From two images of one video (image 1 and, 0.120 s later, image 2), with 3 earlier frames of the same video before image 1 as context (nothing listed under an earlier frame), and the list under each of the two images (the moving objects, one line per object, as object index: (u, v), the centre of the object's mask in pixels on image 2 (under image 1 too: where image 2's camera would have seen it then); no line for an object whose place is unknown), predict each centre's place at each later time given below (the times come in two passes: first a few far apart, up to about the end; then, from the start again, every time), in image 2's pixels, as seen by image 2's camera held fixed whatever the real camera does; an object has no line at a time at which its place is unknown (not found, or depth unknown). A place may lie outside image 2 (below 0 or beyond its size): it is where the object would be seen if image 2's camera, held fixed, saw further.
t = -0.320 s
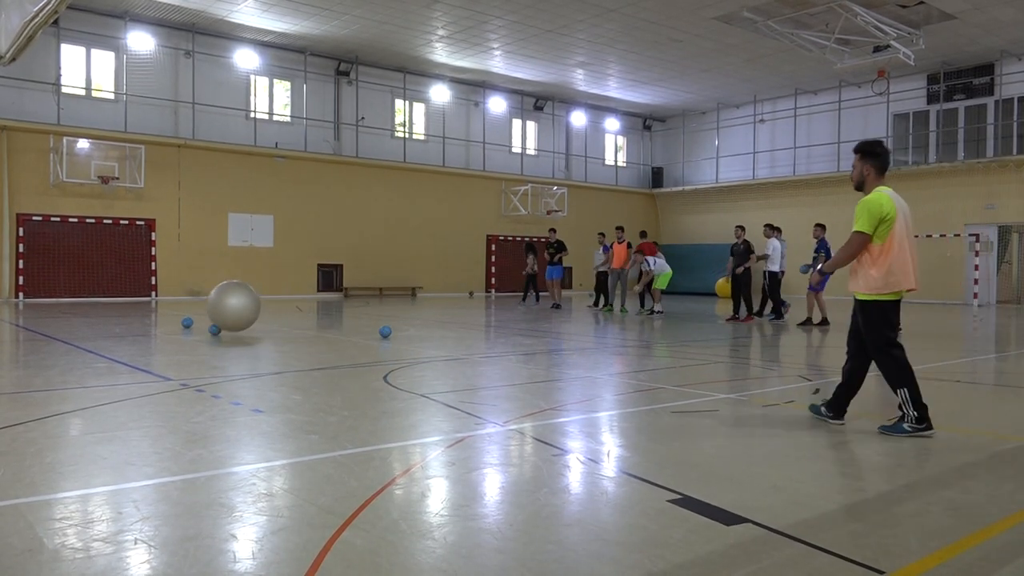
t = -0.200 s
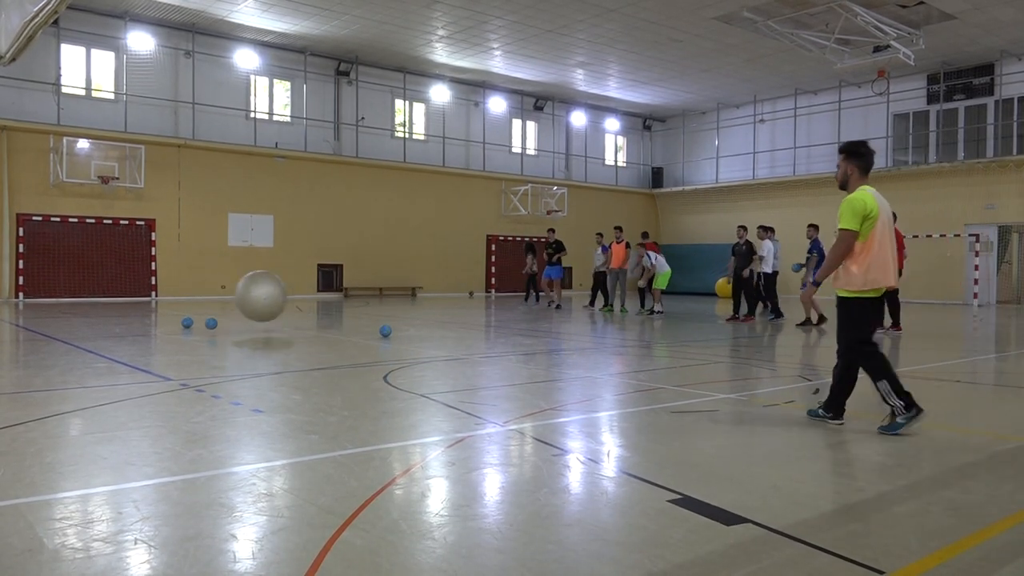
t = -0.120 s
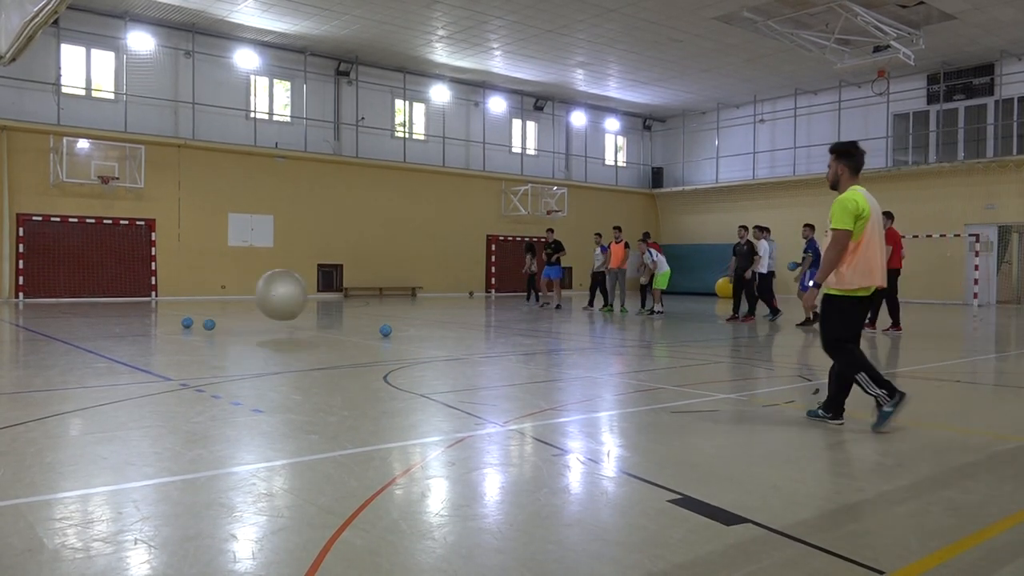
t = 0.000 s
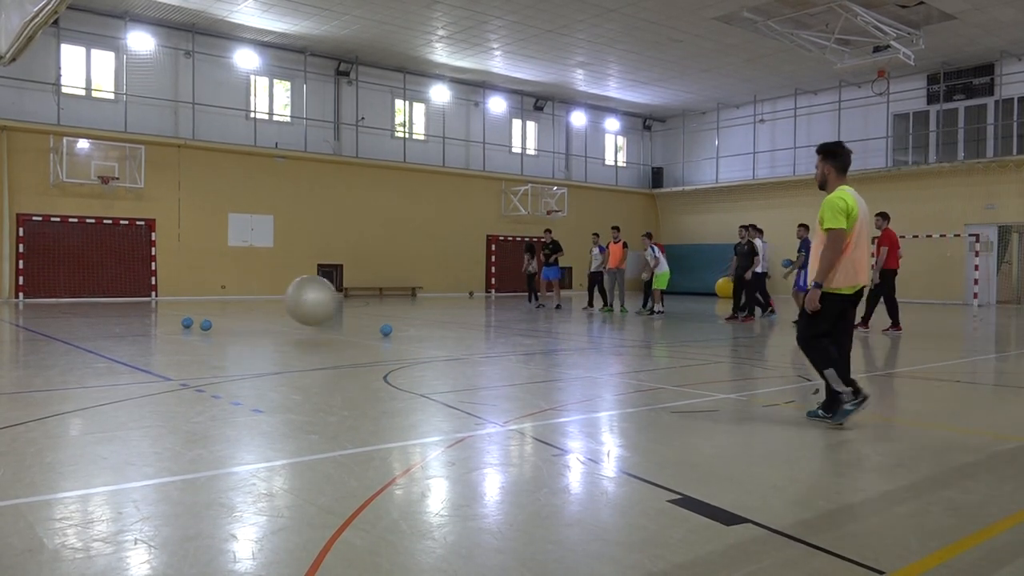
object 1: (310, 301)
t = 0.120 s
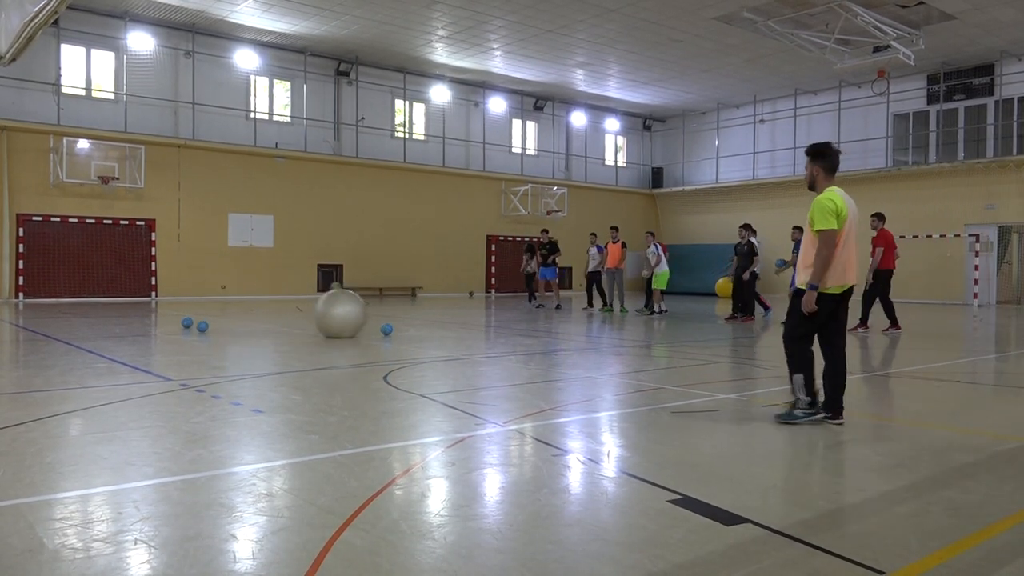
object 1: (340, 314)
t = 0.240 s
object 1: (356, 305)
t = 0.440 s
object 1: (381, 304)
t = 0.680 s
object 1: (411, 308)
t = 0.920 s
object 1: (442, 314)
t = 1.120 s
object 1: (467, 309)
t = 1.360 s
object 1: (482, 309)
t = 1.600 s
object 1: (489, 315)
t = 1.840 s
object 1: (489, 312)
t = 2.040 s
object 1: (489, 313)
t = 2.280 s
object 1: (489, 319)
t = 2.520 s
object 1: (491, 321)
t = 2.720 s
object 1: (492, 321)
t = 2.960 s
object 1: (494, 322)
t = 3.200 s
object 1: (497, 321)
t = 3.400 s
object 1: (501, 322)
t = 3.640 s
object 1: (505, 325)
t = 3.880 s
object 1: (509, 326)
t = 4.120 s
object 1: (512, 328)
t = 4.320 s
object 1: (516, 328)
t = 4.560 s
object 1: (520, 329)
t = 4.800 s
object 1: (524, 330)
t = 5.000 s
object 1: (548, 310)
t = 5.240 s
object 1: (575, 308)
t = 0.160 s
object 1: (346, 313)
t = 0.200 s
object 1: (352, 308)
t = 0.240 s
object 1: (356, 305)
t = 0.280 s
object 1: (361, 303)
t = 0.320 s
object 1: (366, 302)
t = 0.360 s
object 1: (371, 302)
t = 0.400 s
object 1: (376, 302)
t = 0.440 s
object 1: (381, 304)
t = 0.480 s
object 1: (386, 306)
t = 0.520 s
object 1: (390, 310)
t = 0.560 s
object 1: (396, 314)
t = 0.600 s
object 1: (400, 314)
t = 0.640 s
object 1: (405, 311)
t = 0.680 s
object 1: (411, 308)
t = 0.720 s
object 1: (416, 307)
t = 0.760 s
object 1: (421, 306)
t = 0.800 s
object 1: (426, 307)
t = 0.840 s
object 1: (432, 308)
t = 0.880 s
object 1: (437, 311)
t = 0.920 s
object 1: (442, 314)
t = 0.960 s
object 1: (447, 314)
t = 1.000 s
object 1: (452, 312)
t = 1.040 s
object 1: (457, 309)
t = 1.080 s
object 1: (462, 308)
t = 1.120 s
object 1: (467, 309)
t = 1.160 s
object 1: (471, 310)
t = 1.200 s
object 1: (476, 313)
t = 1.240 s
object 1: (476, 315)
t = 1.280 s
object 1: (479, 313)
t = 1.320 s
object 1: (481, 311)
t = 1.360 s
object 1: (482, 309)
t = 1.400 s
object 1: (485, 309)
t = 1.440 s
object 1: (487, 310)
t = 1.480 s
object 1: (489, 312)
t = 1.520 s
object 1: (490, 315)
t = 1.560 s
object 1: (489, 317)
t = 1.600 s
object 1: (489, 315)
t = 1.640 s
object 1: (489, 312)
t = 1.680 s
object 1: (489, 310)
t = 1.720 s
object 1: (489, 309)
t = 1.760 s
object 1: (489, 309)
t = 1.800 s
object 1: (489, 310)
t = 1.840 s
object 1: (489, 312)
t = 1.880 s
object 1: (489, 315)
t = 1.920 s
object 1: (489, 318)
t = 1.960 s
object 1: (489, 317)
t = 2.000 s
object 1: (489, 315)
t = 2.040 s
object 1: (489, 313)
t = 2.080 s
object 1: (489, 313)
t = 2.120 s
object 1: (489, 313)
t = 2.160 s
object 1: (489, 315)
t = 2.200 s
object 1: (489, 318)
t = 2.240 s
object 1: (489, 320)
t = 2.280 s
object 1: (489, 319)
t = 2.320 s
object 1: (490, 317)
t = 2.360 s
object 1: (490, 316)
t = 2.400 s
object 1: (490, 316)
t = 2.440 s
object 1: (490, 318)
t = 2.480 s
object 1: (490, 320)
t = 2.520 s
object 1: (491, 321)
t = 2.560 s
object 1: (491, 319)
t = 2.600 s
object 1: (491, 318)
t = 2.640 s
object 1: (491, 318)
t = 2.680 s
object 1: (491, 319)
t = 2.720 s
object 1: (492, 321)
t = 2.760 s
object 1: (492, 321)
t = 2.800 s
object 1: (492, 320)
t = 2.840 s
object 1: (493, 319)
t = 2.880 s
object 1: (493, 320)
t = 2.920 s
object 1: (494, 321)
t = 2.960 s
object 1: (494, 322)
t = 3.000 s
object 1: (495, 321)
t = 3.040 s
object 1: (495, 321)
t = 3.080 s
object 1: (496, 321)
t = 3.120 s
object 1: (496, 322)
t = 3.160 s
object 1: (497, 322)
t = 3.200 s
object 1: (497, 321)
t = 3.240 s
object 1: (498, 321)
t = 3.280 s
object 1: (499, 322)
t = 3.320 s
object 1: (499, 323)
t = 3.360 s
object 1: (500, 322)
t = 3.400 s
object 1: (501, 322)
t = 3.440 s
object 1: (501, 323)
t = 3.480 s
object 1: (502, 324)
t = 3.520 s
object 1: (503, 324)
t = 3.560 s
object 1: (503, 324)
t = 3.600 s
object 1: (504, 324)
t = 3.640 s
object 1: (505, 325)
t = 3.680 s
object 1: (505, 325)
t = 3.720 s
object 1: (506, 325)
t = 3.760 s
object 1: (507, 325)
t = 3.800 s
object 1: (508, 326)
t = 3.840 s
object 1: (508, 326)
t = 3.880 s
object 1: (509, 326)
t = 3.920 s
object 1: (509, 326)
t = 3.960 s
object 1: (510, 327)
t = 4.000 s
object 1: (511, 327)
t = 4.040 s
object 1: (511, 327)
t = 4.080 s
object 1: (512, 327)
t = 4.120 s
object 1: (512, 328)
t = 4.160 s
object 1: (513, 328)
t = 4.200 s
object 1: (514, 328)
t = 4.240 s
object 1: (515, 328)
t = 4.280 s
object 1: (515, 328)
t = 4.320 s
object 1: (516, 328)
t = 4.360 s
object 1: (517, 328)
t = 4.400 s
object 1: (517, 329)
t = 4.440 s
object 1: (518, 329)
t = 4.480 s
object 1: (519, 329)
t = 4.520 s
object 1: (520, 329)
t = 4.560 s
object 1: (520, 329)
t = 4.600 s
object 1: (521, 330)
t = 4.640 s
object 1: (522, 330)
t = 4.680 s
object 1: (523, 330)
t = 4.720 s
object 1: (523, 330)
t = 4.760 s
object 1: (524, 330)
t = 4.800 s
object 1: (524, 330)
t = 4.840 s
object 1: (530, 334)
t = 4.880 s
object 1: (535, 330)
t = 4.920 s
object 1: (539, 322)
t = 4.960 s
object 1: (544, 316)
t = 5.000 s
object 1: (548, 310)
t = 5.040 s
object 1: (553, 307)
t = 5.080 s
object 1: (558, 304)
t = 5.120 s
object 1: (562, 303)
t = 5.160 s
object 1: (567, 304)
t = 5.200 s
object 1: (570, 305)
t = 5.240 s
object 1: (575, 308)
